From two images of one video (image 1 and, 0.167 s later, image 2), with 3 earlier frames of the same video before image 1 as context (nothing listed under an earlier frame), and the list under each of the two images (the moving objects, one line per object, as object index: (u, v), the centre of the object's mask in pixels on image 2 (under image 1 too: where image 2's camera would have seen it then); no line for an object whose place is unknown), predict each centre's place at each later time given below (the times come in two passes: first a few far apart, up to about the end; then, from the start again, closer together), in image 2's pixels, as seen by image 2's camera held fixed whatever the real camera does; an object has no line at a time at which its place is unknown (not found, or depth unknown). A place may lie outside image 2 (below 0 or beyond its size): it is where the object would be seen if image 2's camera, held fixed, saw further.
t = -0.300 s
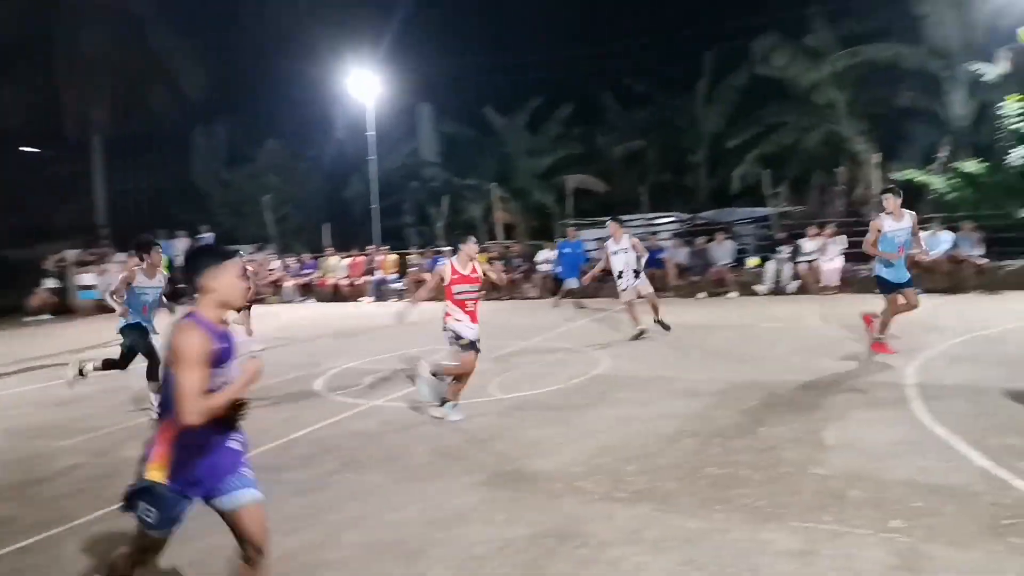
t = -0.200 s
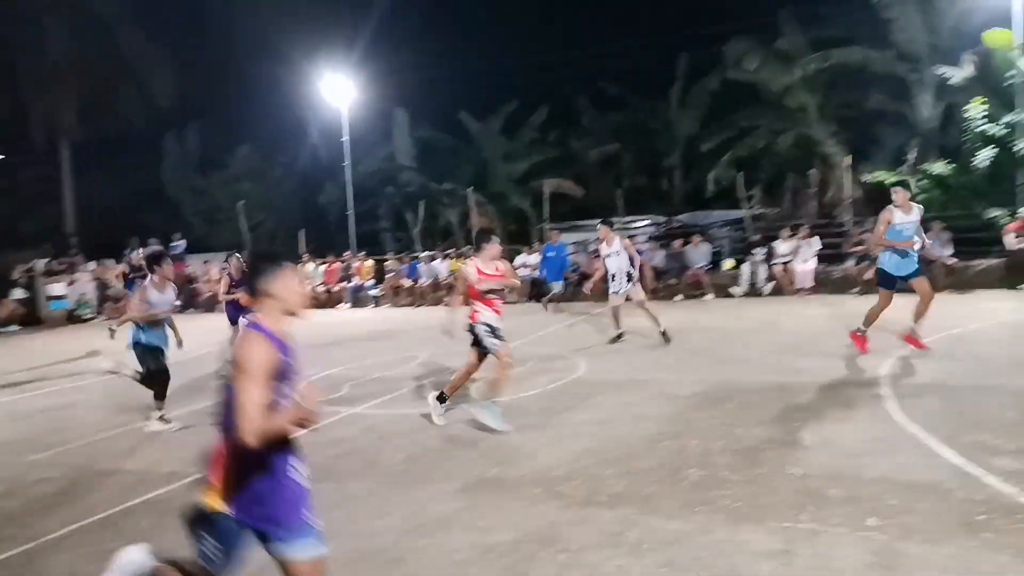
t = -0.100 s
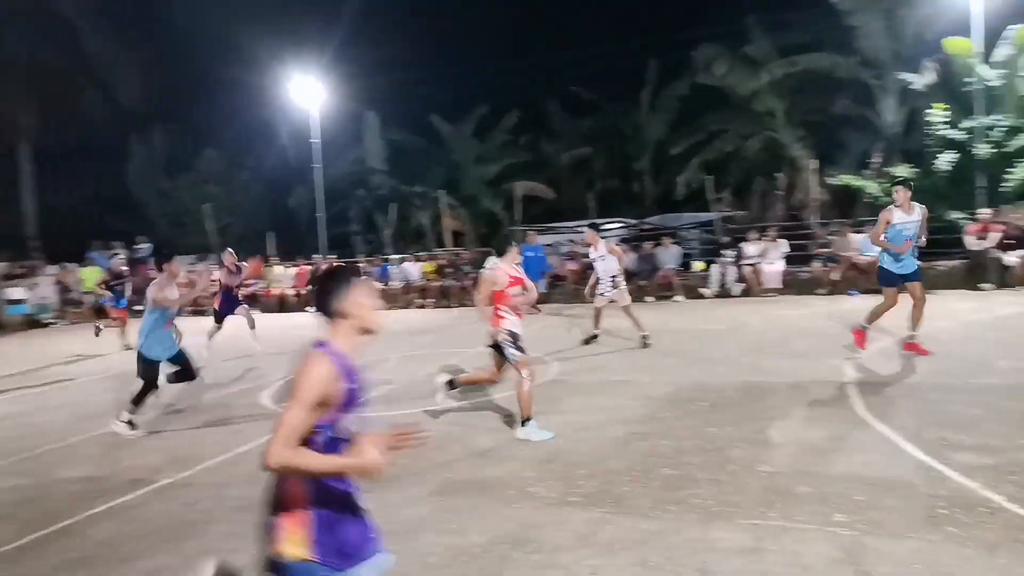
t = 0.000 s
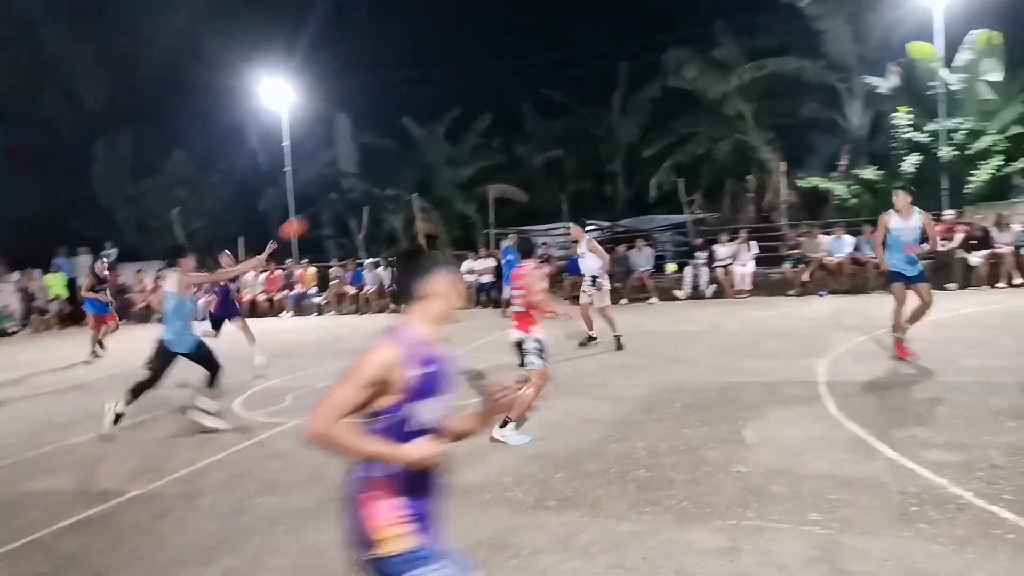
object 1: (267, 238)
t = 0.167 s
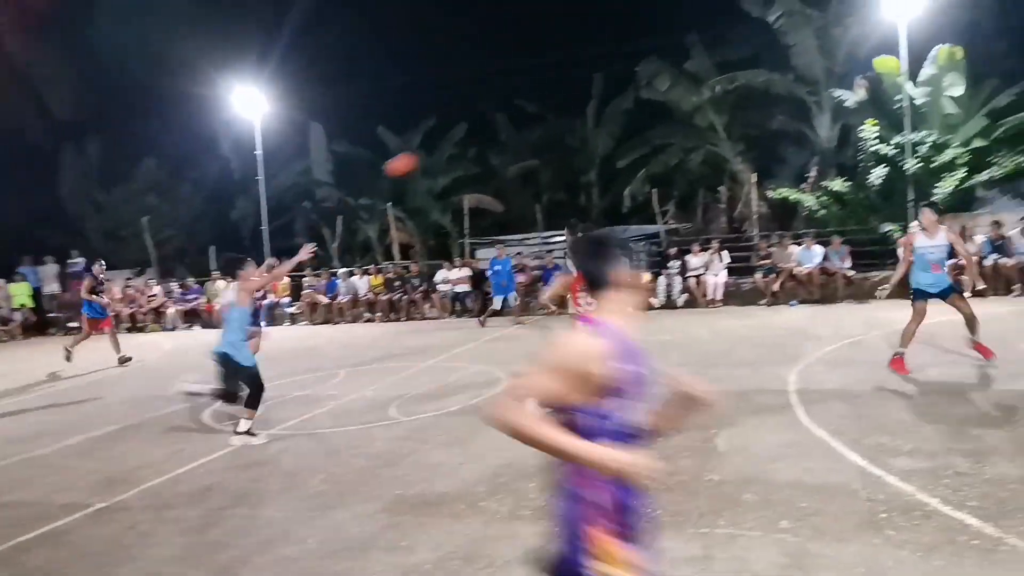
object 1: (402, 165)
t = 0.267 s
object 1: (489, 127)
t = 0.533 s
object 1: (751, 50)
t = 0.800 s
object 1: (1058, 24)
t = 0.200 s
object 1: (430, 152)
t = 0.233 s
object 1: (459, 139)
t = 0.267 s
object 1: (489, 127)
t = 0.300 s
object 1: (519, 115)
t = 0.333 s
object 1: (550, 105)
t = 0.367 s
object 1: (582, 94)
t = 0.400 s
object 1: (615, 84)
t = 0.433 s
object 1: (649, 74)
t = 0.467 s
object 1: (683, 66)
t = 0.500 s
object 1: (717, 58)
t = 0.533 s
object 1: (751, 50)
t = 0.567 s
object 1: (788, 44)
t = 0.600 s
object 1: (824, 39)
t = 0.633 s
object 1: (861, 34)
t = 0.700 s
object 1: (940, 27)
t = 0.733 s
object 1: (978, 24)
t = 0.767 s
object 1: (1018, 23)
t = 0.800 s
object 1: (1058, 24)
